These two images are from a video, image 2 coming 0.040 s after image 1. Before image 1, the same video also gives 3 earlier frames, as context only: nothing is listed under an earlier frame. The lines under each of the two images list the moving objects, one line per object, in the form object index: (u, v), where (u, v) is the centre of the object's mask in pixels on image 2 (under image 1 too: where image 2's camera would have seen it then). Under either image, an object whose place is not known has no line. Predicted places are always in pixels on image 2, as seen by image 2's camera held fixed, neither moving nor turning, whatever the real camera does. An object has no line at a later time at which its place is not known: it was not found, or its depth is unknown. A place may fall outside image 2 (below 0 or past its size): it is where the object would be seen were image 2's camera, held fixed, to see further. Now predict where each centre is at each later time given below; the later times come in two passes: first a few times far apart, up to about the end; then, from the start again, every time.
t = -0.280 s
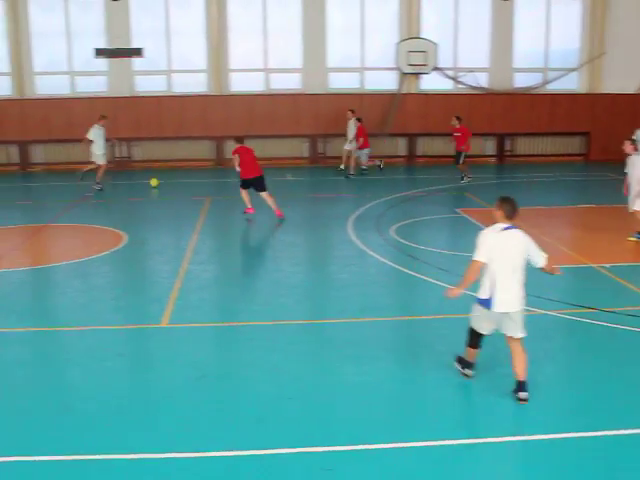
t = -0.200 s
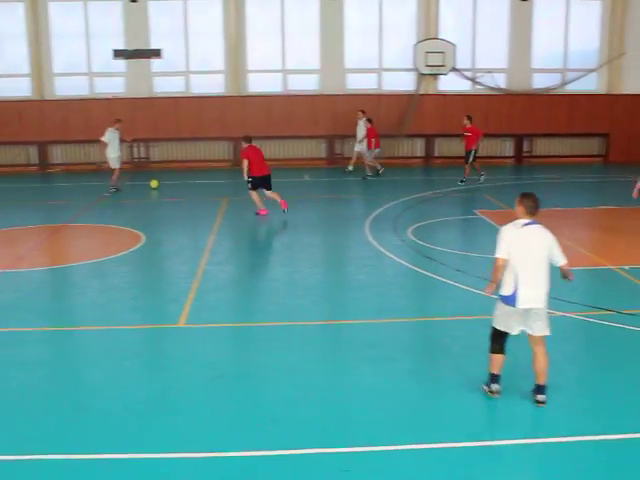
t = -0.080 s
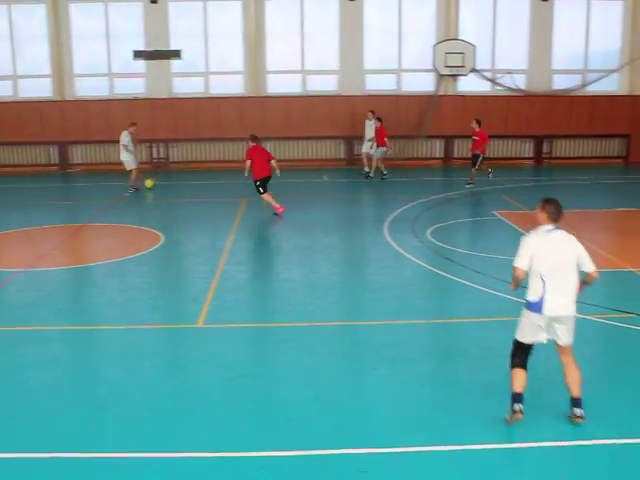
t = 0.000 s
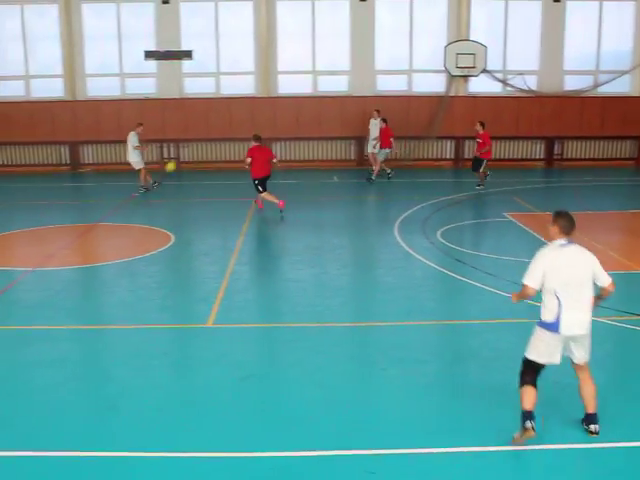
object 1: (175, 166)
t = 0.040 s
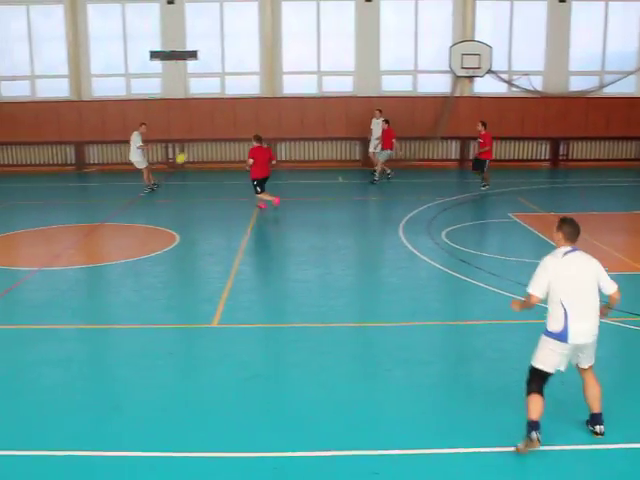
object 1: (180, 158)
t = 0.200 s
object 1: (206, 128)
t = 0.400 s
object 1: (240, 99)
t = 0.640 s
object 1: (292, 83)
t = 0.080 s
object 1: (187, 150)
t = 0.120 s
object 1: (193, 142)
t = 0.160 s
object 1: (200, 135)
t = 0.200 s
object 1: (206, 128)
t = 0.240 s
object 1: (212, 121)
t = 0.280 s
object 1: (219, 114)
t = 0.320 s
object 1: (225, 108)
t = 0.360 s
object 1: (233, 103)
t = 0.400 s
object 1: (240, 99)
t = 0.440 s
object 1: (248, 94)
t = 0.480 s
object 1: (255, 90)
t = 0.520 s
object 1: (264, 87)
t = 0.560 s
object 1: (273, 85)
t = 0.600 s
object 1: (283, 84)
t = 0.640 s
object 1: (292, 83)
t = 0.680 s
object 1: (304, 84)
